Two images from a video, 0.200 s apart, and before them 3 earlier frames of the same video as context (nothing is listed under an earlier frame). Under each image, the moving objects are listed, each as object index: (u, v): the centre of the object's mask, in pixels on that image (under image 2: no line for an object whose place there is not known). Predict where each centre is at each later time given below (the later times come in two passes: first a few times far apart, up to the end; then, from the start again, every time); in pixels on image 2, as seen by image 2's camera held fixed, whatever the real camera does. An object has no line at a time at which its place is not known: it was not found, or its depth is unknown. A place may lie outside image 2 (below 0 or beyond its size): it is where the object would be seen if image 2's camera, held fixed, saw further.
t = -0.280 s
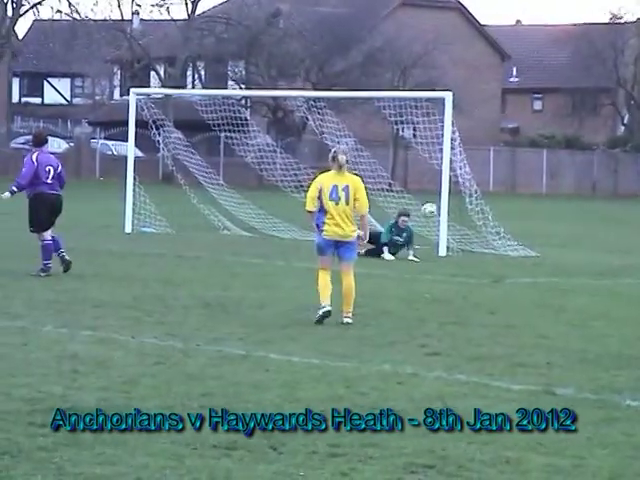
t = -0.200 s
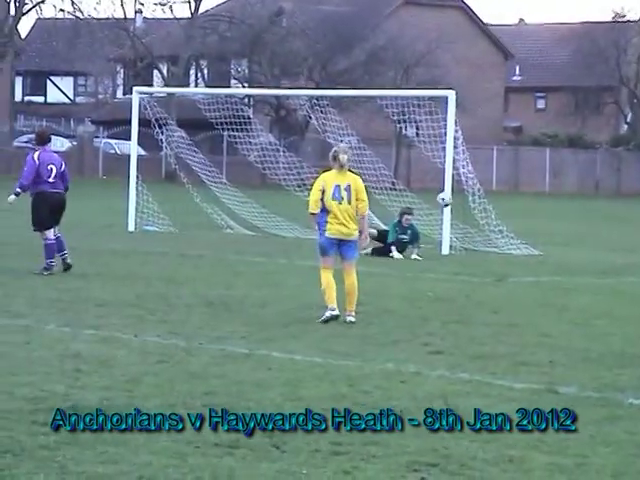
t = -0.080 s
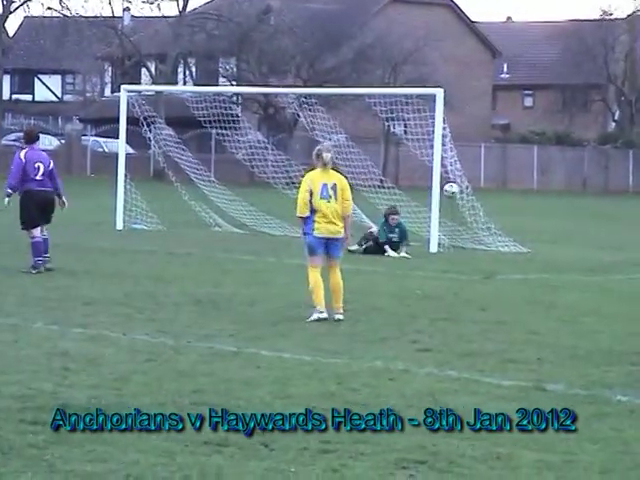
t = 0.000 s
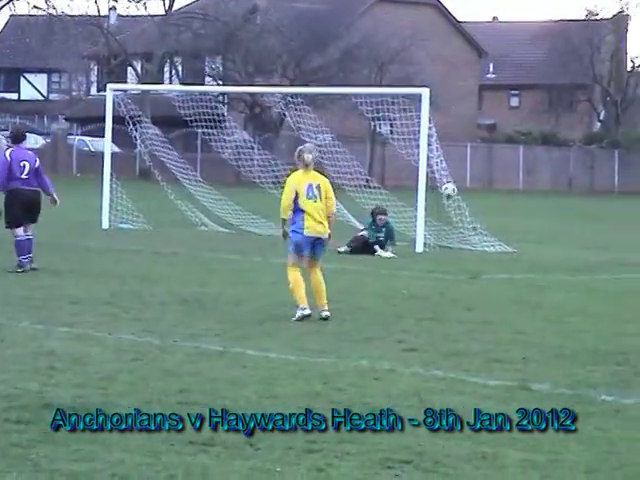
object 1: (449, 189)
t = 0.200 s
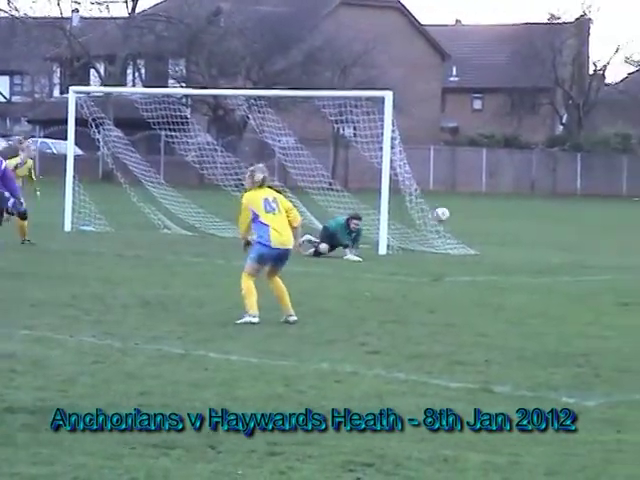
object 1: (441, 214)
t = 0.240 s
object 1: (447, 220)
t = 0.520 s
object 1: (488, 243)
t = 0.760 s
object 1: (522, 238)
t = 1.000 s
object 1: (558, 264)
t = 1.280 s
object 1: (603, 264)
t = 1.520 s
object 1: (642, 266)
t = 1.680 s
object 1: (668, 272)
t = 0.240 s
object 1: (447, 220)
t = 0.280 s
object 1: (452, 231)
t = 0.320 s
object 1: (458, 239)
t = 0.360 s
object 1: (465, 250)
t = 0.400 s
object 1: (470, 260)
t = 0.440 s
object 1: (476, 255)
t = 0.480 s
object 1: (482, 249)
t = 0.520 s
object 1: (488, 243)
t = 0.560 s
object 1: (493, 240)
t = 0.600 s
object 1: (499, 237)
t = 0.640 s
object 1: (504, 236)
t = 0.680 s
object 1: (511, 235)
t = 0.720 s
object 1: (517, 235)
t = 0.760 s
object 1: (522, 238)
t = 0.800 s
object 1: (528, 240)
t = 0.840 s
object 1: (533, 244)
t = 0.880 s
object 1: (540, 249)
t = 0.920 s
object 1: (545, 256)
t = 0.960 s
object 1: (552, 263)
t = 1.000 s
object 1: (558, 264)
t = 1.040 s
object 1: (564, 260)
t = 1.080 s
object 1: (570, 258)
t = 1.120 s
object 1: (577, 257)
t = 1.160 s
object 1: (584, 257)
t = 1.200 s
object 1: (590, 258)
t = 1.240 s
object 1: (597, 260)
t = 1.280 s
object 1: (603, 264)
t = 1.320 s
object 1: (610, 268)
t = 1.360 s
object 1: (616, 268)
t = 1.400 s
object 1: (623, 266)
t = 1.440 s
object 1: (629, 265)
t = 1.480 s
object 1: (636, 265)
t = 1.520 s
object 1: (642, 266)
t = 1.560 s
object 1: (648, 268)
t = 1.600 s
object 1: (655, 271)
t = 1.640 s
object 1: (661, 272)
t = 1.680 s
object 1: (668, 272)
